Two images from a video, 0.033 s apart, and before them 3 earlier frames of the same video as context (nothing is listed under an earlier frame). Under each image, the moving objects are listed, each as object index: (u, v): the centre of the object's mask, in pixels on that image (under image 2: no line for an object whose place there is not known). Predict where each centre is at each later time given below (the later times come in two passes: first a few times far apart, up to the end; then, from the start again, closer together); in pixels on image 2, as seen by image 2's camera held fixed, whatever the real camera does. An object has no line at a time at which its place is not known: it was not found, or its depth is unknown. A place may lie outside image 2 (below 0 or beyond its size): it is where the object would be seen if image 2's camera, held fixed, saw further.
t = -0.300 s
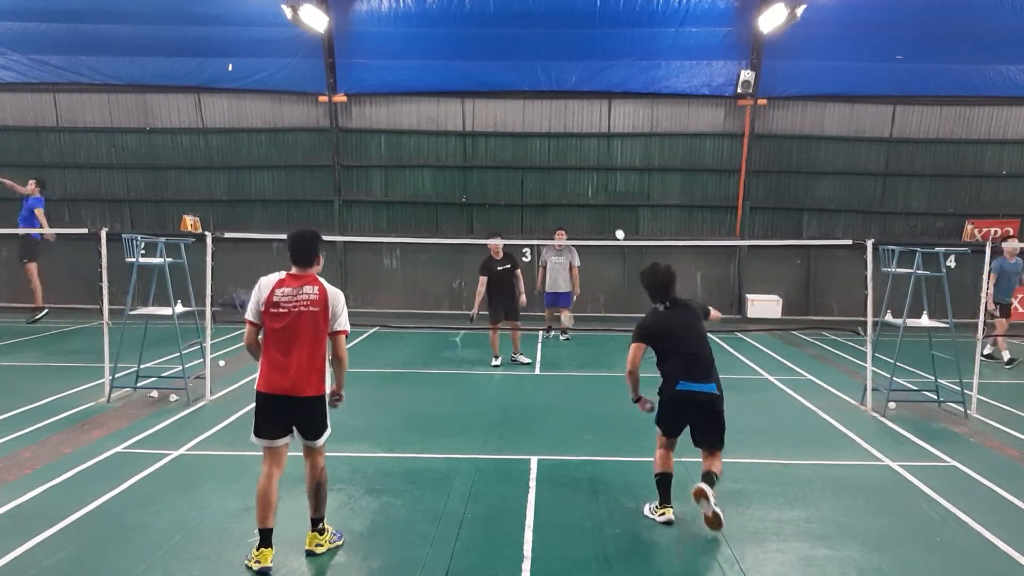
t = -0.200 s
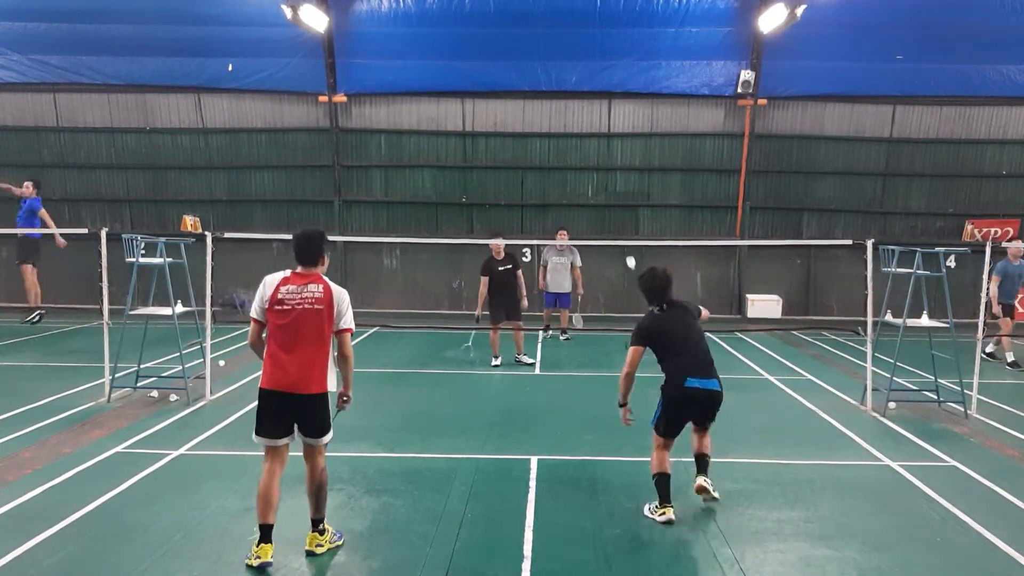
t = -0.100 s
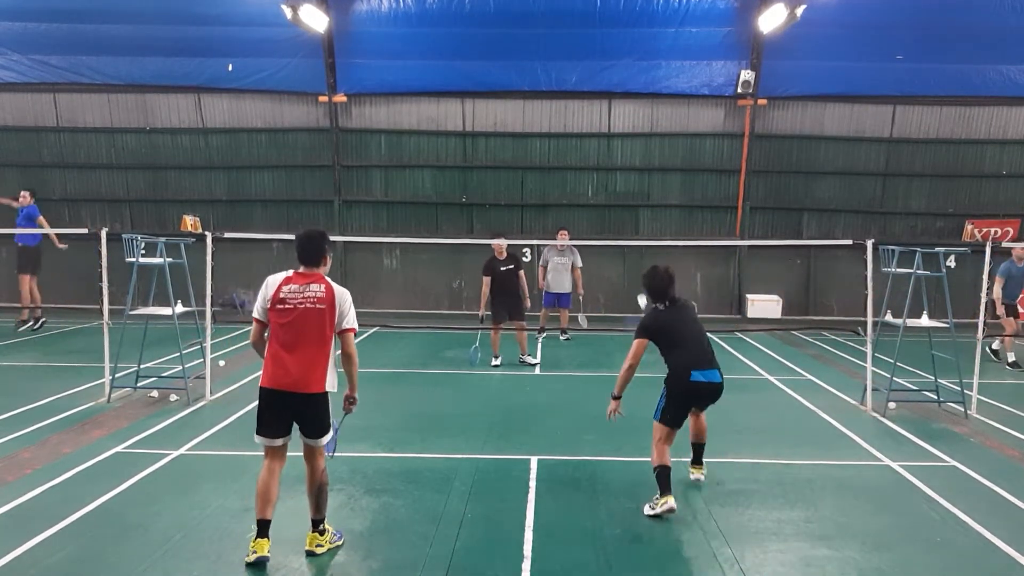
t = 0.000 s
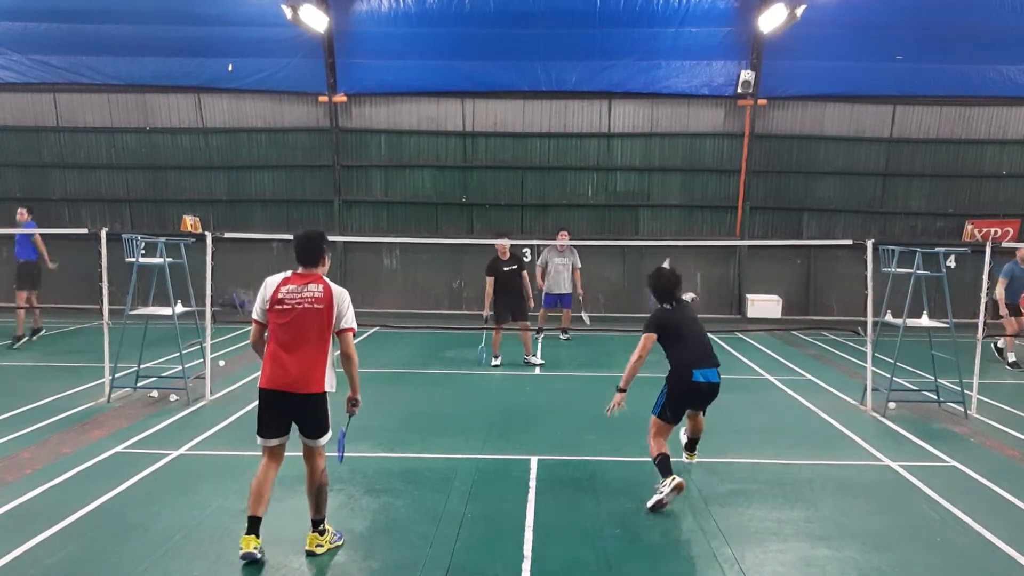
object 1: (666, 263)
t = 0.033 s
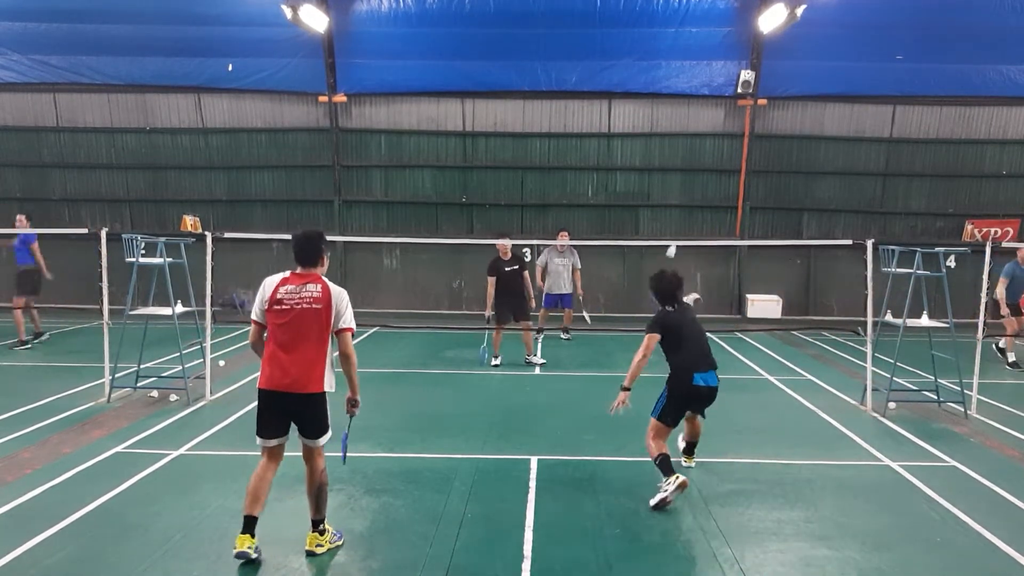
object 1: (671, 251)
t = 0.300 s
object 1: (716, 186)
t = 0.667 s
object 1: (752, 230)
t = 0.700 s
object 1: (755, 237)
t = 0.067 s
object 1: (679, 234)
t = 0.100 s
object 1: (685, 221)
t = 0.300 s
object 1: (716, 186)
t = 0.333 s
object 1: (720, 185)
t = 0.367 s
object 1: (724, 185)
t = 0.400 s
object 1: (727, 185)
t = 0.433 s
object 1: (731, 188)
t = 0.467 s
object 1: (734, 191)
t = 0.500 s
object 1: (738, 195)
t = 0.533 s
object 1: (741, 200)
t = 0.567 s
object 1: (745, 207)
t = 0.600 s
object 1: (747, 214)
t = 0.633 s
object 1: (750, 222)
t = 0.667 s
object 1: (752, 230)
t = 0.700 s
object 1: (755, 237)
